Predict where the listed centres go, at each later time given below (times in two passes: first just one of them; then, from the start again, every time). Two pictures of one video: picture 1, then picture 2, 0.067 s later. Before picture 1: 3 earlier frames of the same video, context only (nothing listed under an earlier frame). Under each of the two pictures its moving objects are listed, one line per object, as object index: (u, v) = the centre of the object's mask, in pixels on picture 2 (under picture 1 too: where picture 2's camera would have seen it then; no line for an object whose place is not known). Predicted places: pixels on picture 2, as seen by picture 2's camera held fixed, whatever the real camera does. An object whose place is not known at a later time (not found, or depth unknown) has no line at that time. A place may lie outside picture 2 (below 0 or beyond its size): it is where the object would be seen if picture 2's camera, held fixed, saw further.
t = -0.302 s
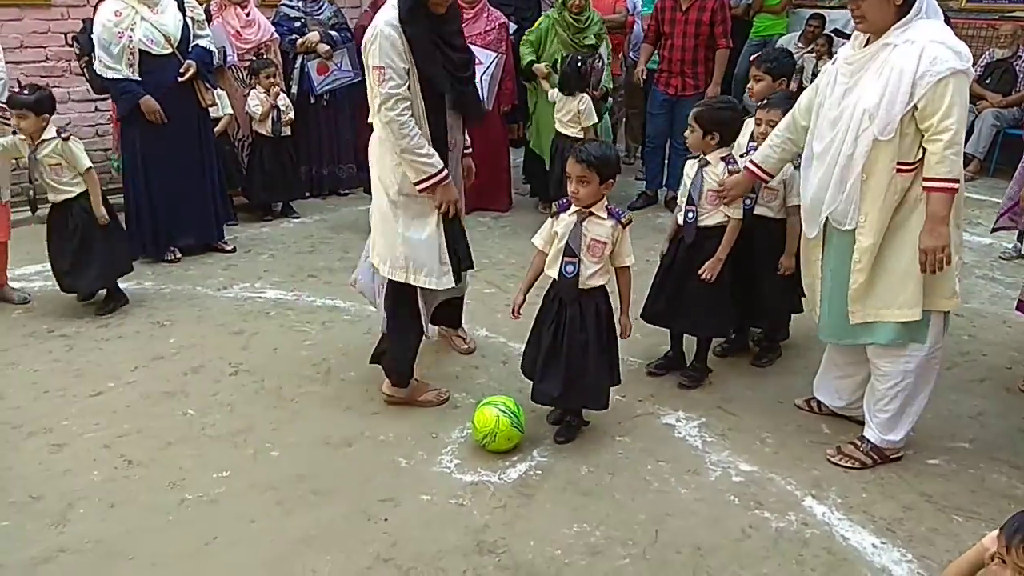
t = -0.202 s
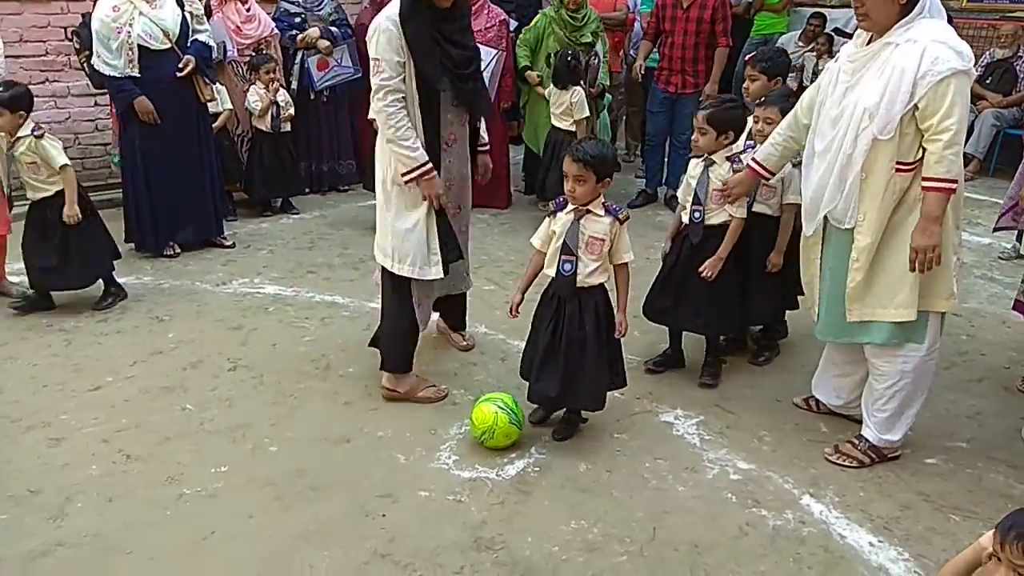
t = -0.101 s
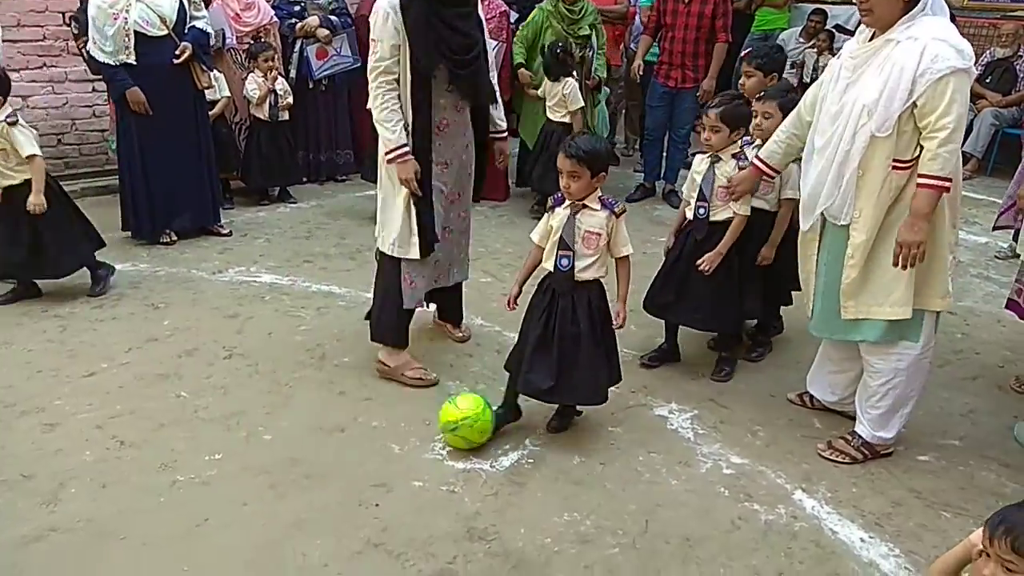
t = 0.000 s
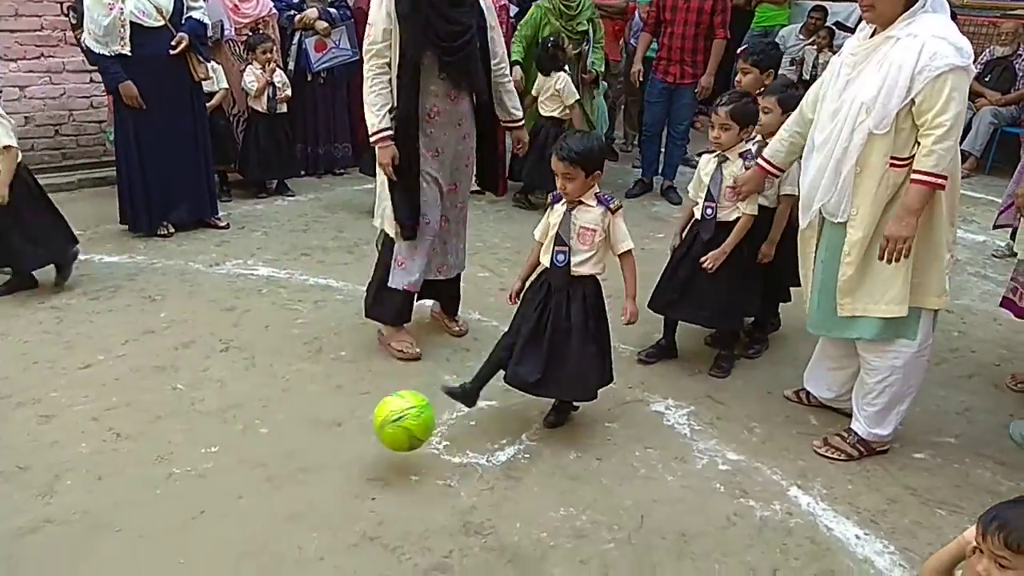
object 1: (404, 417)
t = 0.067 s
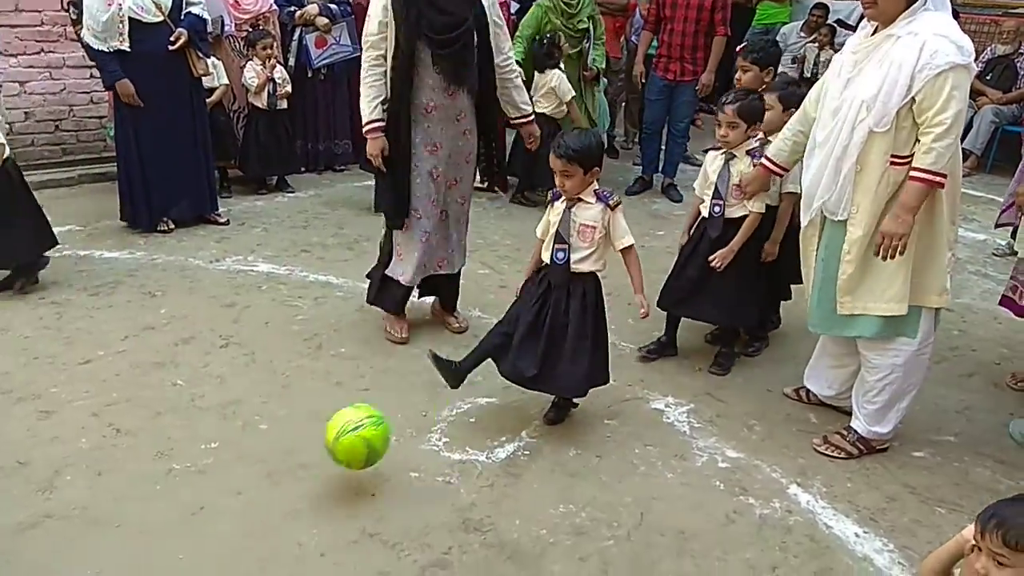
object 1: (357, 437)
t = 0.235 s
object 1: (241, 510)
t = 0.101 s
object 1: (333, 451)
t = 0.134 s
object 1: (307, 471)
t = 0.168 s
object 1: (280, 495)
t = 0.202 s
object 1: (257, 508)
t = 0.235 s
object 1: (241, 510)
